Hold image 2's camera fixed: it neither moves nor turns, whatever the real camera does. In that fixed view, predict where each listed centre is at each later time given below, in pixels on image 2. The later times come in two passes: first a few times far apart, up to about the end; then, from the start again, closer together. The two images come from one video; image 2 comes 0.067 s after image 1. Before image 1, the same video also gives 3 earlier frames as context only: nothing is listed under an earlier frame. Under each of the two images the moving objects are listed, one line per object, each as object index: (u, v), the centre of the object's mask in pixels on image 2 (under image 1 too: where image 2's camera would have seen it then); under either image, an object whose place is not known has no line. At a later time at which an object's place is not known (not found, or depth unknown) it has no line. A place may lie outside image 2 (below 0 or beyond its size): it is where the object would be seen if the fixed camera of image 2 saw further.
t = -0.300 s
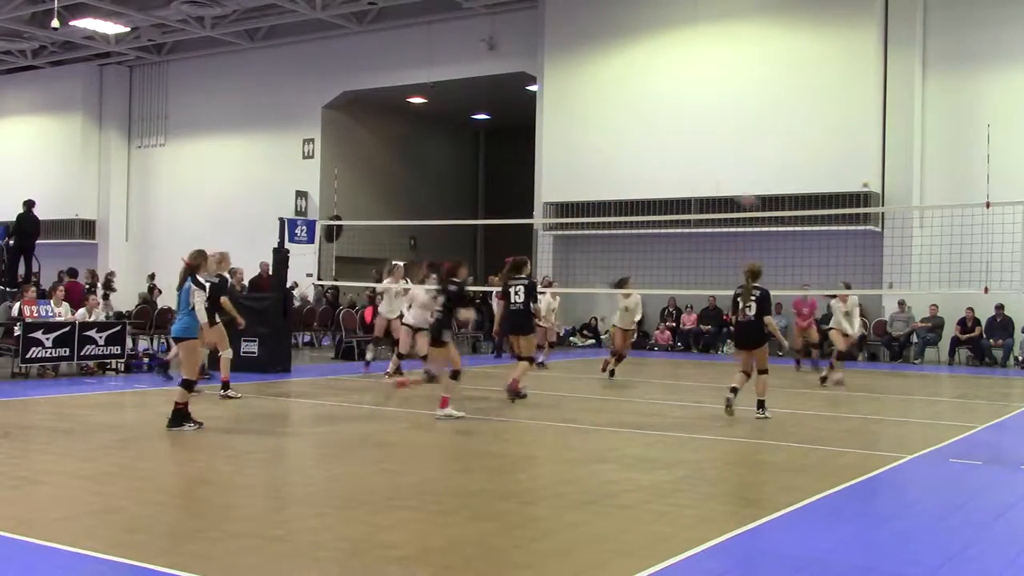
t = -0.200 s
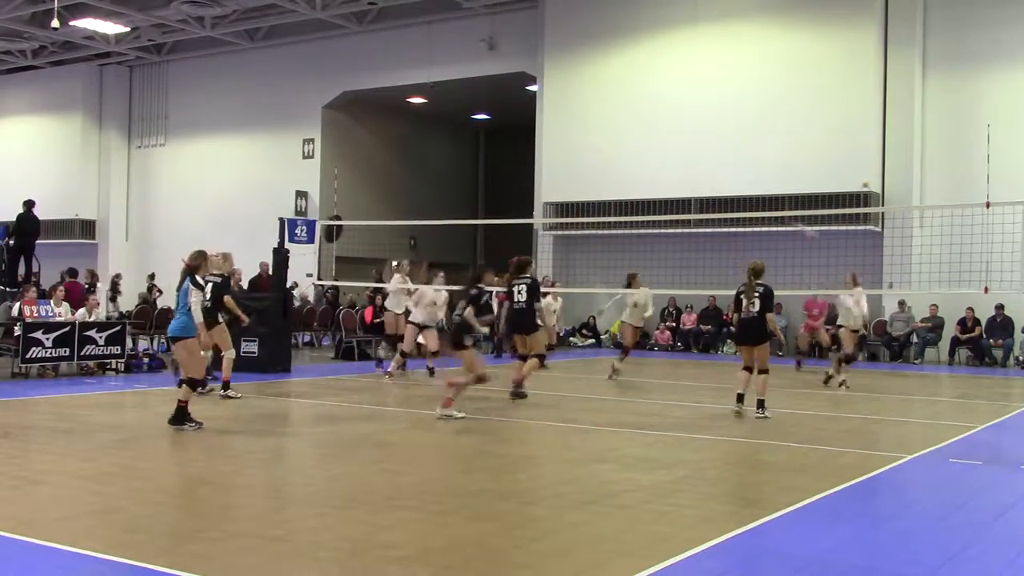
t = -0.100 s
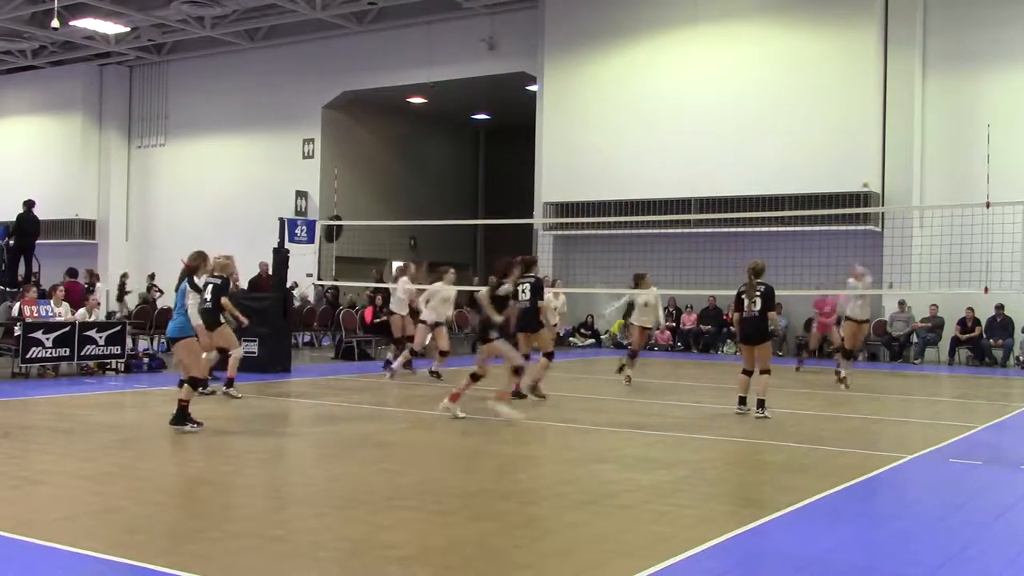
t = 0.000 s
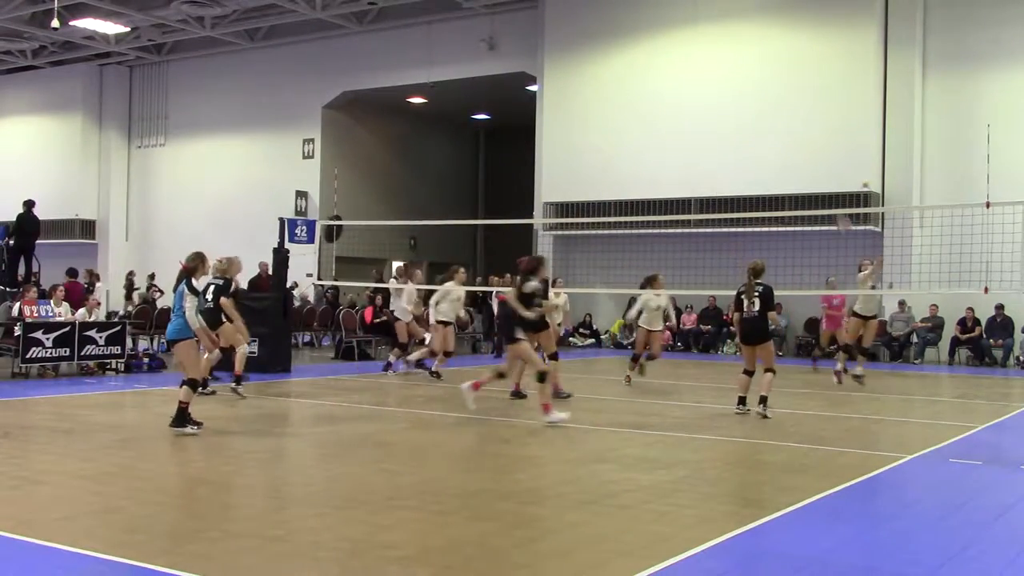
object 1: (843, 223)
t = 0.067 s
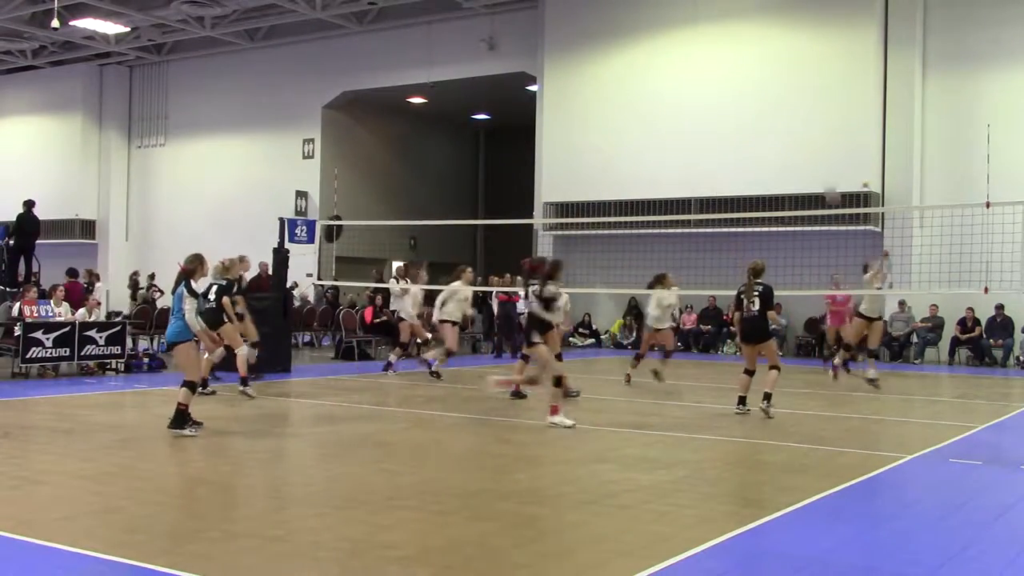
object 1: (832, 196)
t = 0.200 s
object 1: (804, 141)
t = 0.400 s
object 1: (767, 87)
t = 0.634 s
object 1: (725, 59)
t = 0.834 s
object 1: (689, 66)
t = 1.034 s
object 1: (654, 100)
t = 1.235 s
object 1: (620, 159)
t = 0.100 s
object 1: (825, 180)
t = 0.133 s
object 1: (818, 167)
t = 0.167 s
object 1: (811, 153)
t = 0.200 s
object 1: (804, 141)
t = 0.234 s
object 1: (798, 129)
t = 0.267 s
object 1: (792, 120)
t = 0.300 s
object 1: (785, 111)
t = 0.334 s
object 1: (779, 102)
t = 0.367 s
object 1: (774, 94)
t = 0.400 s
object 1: (767, 87)
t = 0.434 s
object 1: (761, 80)
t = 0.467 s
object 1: (754, 75)
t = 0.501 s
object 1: (749, 70)
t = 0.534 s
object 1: (743, 67)
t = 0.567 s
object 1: (737, 64)
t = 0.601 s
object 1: (731, 61)
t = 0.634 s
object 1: (725, 59)
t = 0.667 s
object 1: (719, 59)
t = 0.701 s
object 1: (713, 59)
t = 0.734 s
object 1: (707, 59)
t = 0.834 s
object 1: (689, 66)
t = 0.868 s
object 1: (683, 70)
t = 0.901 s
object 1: (678, 74)
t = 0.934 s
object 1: (672, 80)
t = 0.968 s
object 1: (666, 85)
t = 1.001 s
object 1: (660, 92)
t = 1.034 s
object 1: (654, 100)
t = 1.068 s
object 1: (648, 109)
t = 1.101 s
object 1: (643, 117)
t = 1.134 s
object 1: (637, 127)
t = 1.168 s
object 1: (631, 137)
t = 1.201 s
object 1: (626, 147)
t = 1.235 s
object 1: (620, 159)
